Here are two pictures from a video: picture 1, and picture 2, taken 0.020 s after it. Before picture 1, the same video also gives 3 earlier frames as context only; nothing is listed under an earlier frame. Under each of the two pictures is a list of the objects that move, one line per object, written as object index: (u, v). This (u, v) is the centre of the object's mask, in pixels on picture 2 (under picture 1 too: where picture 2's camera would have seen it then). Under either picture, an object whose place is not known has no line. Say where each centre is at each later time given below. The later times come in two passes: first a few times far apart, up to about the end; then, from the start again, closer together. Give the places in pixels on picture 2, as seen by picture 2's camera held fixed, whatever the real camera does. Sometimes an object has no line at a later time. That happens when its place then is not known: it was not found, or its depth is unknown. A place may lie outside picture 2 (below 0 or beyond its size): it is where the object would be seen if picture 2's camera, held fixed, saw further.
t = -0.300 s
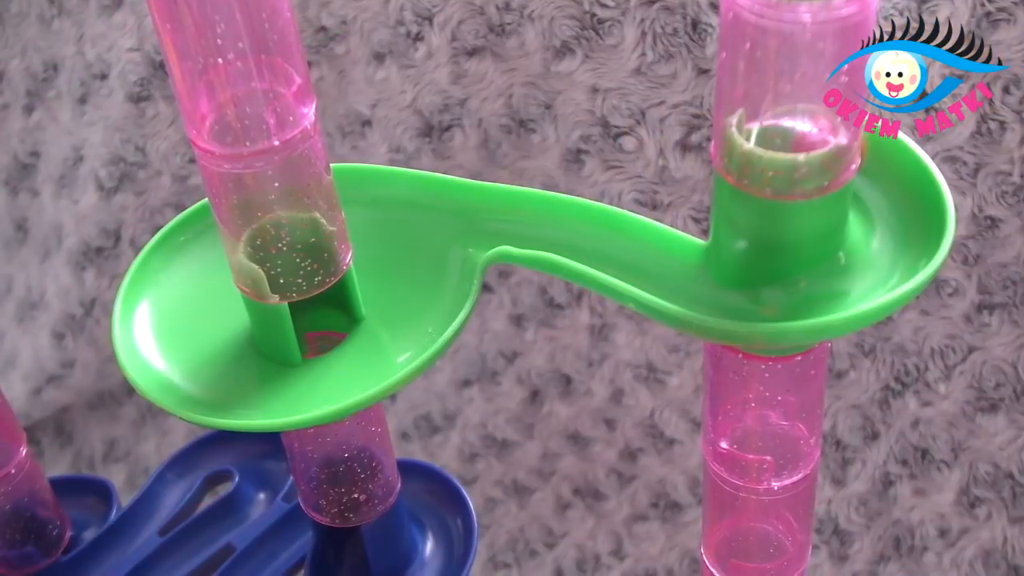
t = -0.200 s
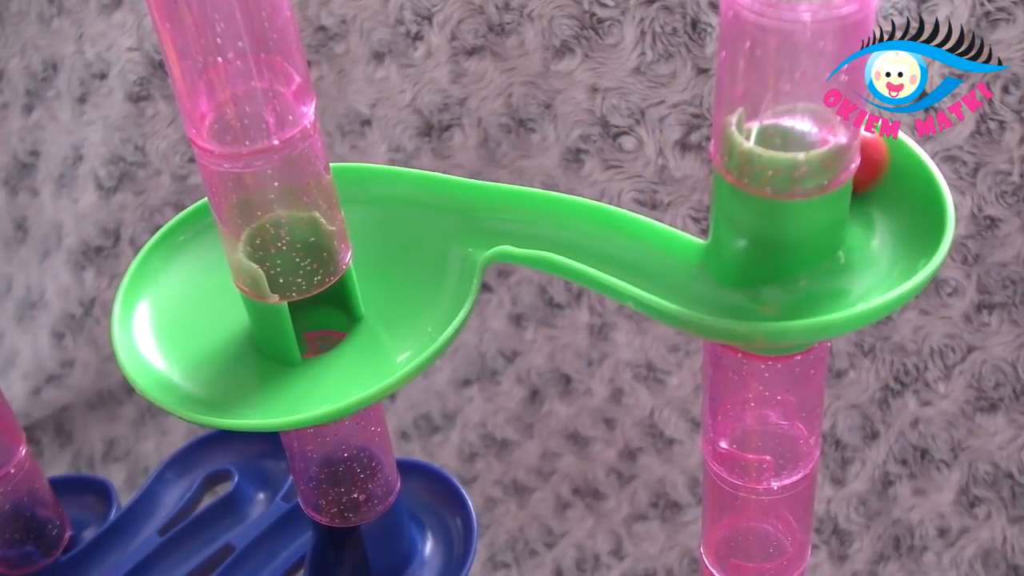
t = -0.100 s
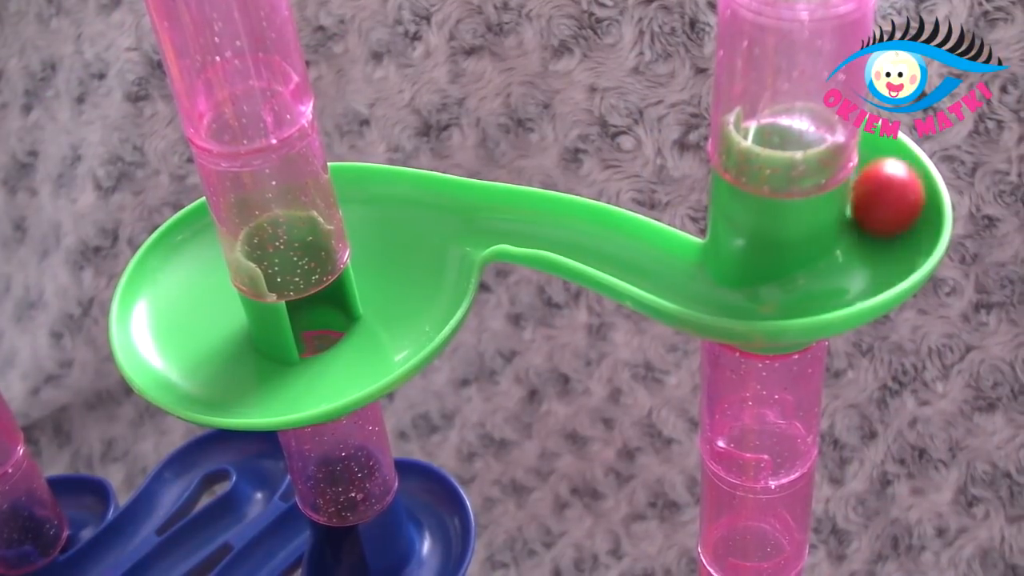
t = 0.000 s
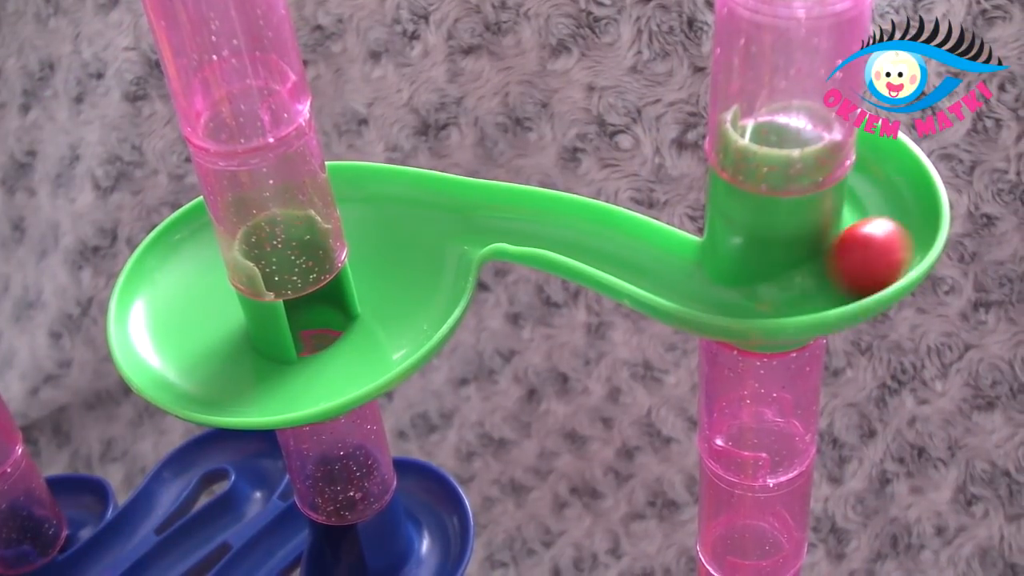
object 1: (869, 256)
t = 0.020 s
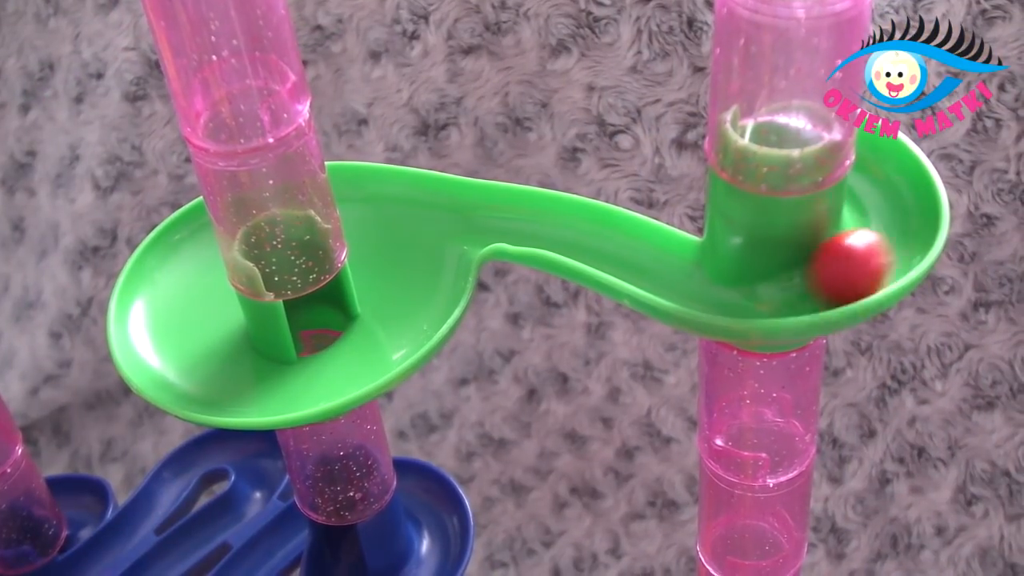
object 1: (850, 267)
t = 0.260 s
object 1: (538, 221)
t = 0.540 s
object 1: (205, 380)
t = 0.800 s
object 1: (386, 233)
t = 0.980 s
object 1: (202, 253)
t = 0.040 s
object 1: (829, 277)
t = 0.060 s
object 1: (806, 284)
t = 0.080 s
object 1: (782, 289)
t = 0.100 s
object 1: (754, 291)
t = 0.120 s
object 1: (724, 289)
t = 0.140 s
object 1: (699, 282)
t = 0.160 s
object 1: (676, 274)
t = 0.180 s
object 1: (656, 263)
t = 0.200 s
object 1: (631, 251)
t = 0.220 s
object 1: (603, 240)
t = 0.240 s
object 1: (571, 229)
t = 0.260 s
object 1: (538, 221)
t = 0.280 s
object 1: (504, 215)
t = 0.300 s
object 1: (468, 210)
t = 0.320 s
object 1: (427, 202)
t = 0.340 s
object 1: (386, 195)
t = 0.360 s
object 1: (354, 192)
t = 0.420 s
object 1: (192, 226)
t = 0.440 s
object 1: (178, 248)
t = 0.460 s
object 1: (158, 281)
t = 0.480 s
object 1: (144, 312)
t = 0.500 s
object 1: (149, 337)
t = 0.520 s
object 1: (174, 365)
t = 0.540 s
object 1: (205, 380)
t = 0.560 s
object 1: (235, 385)
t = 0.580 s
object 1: (267, 383)
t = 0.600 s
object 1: (302, 377)
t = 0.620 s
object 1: (332, 366)
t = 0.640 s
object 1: (361, 353)
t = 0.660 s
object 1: (384, 338)
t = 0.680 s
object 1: (400, 322)
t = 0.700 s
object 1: (410, 304)
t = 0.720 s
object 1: (414, 287)
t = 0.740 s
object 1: (413, 270)
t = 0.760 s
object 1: (407, 255)
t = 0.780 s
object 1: (398, 242)
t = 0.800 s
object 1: (386, 233)
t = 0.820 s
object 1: (372, 225)
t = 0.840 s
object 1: (360, 218)
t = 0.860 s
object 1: (350, 213)
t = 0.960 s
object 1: (210, 246)
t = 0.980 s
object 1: (202, 253)
